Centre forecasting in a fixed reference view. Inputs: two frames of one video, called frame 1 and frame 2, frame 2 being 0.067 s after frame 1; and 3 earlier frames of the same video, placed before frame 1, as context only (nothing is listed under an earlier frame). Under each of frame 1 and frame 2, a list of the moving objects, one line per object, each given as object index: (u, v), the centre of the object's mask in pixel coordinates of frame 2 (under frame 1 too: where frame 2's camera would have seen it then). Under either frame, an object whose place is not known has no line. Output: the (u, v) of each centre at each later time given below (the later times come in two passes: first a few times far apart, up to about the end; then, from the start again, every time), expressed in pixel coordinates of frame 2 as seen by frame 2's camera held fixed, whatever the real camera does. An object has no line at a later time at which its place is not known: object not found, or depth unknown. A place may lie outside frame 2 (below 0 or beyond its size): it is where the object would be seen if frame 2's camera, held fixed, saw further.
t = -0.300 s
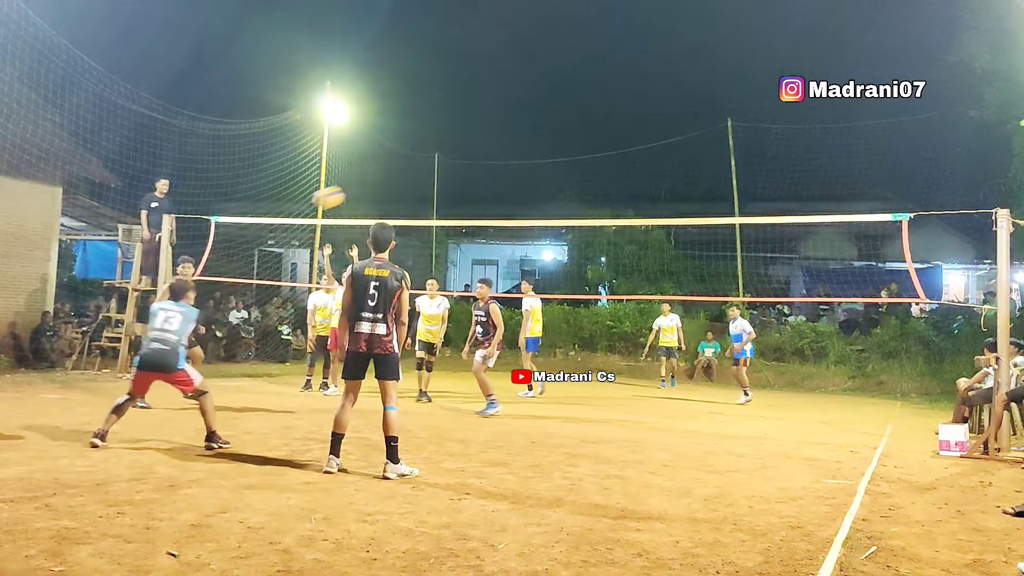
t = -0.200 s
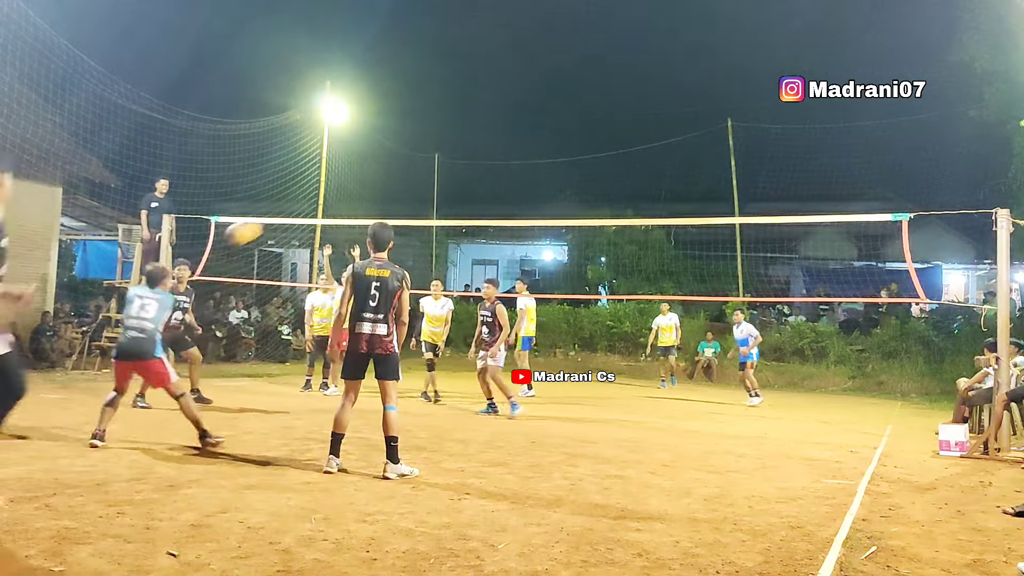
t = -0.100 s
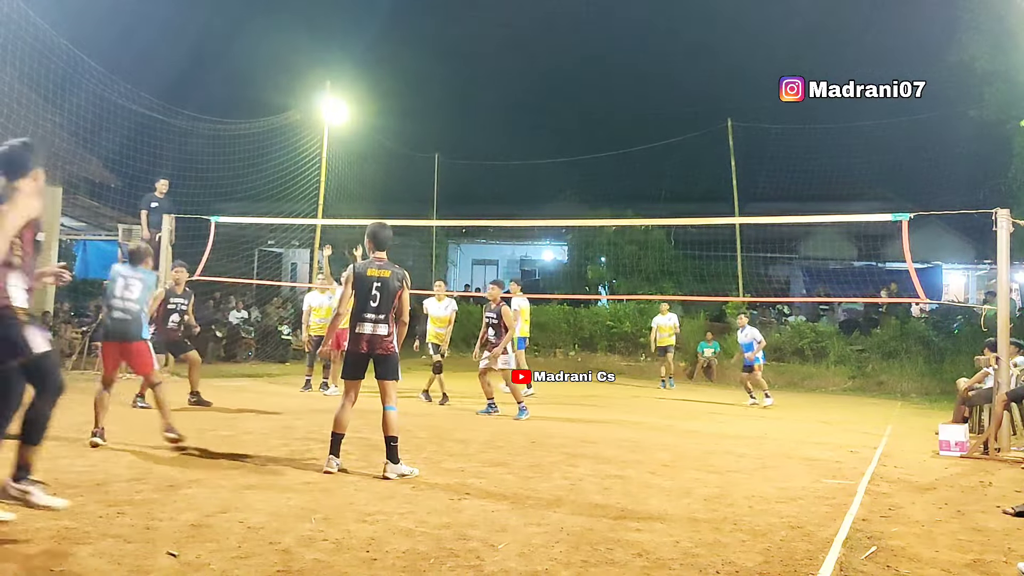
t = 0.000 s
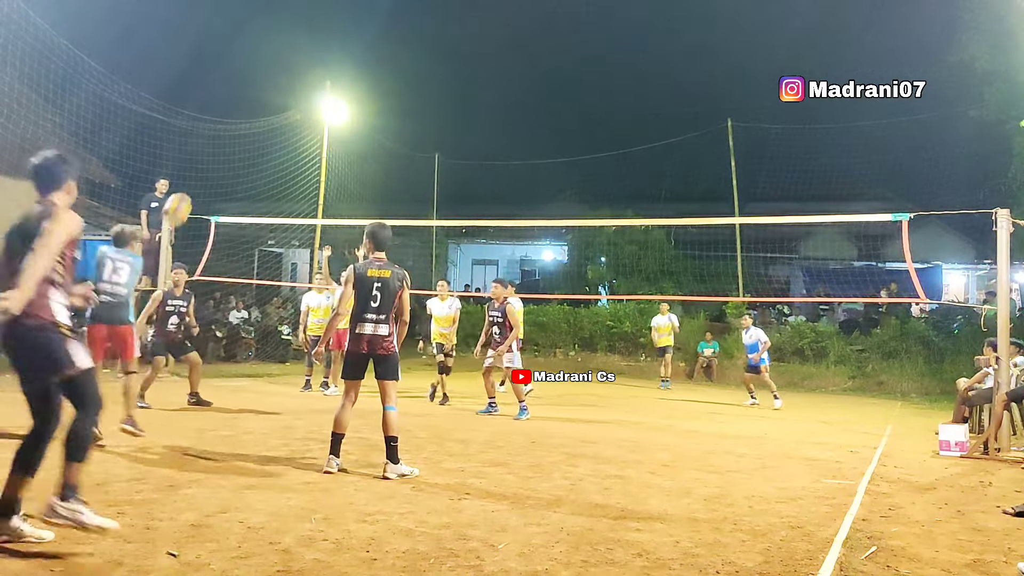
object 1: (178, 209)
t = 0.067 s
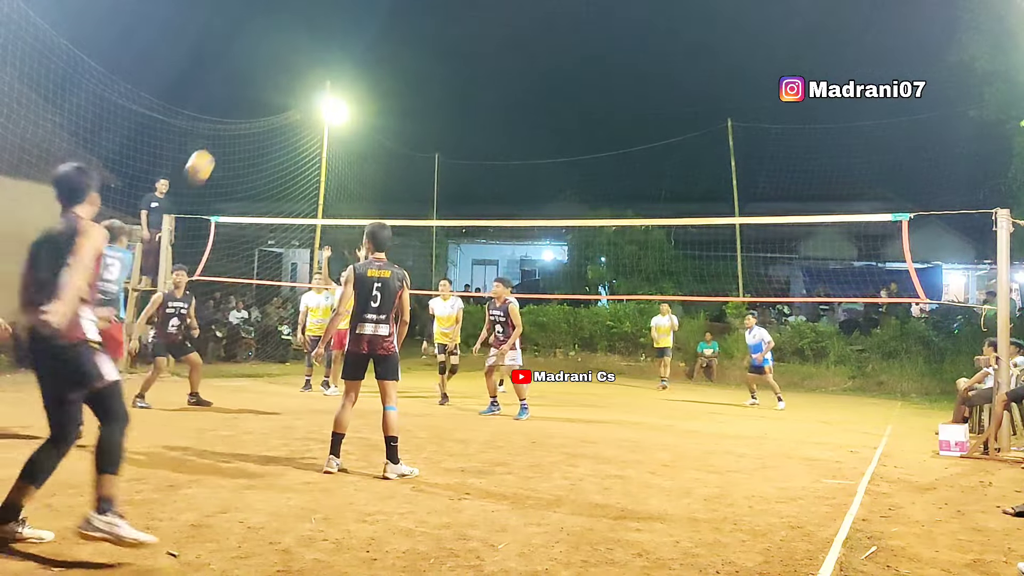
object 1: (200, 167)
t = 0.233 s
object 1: (249, 89)
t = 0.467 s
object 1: (307, 39)
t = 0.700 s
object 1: (354, 43)
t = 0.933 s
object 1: (391, 92)
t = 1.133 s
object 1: (418, 164)
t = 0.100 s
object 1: (210, 147)
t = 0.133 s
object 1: (220, 130)
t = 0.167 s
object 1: (230, 115)
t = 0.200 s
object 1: (240, 101)
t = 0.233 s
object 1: (249, 89)
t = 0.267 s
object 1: (258, 77)
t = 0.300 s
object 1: (267, 68)
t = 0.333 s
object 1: (276, 59)
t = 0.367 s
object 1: (284, 52)
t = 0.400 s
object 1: (292, 47)
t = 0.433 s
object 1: (299, 42)
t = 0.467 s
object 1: (307, 39)
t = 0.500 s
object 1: (314, 36)
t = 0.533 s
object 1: (321, 35)
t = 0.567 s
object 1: (328, 35)
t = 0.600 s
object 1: (335, 35)
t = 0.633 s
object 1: (341, 37)
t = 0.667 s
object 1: (348, 39)
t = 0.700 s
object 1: (354, 43)
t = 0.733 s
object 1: (360, 48)
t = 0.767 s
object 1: (365, 53)
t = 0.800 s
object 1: (371, 59)
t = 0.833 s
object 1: (376, 66)
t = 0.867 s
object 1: (382, 74)
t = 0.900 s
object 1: (387, 83)
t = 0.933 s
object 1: (391, 92)
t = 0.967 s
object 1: (396, 102)
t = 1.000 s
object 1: (401, 113)
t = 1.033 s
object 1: (406, 124)
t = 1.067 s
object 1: (410, 137)
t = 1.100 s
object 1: (414, 150)
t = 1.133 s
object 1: (418, 164)
